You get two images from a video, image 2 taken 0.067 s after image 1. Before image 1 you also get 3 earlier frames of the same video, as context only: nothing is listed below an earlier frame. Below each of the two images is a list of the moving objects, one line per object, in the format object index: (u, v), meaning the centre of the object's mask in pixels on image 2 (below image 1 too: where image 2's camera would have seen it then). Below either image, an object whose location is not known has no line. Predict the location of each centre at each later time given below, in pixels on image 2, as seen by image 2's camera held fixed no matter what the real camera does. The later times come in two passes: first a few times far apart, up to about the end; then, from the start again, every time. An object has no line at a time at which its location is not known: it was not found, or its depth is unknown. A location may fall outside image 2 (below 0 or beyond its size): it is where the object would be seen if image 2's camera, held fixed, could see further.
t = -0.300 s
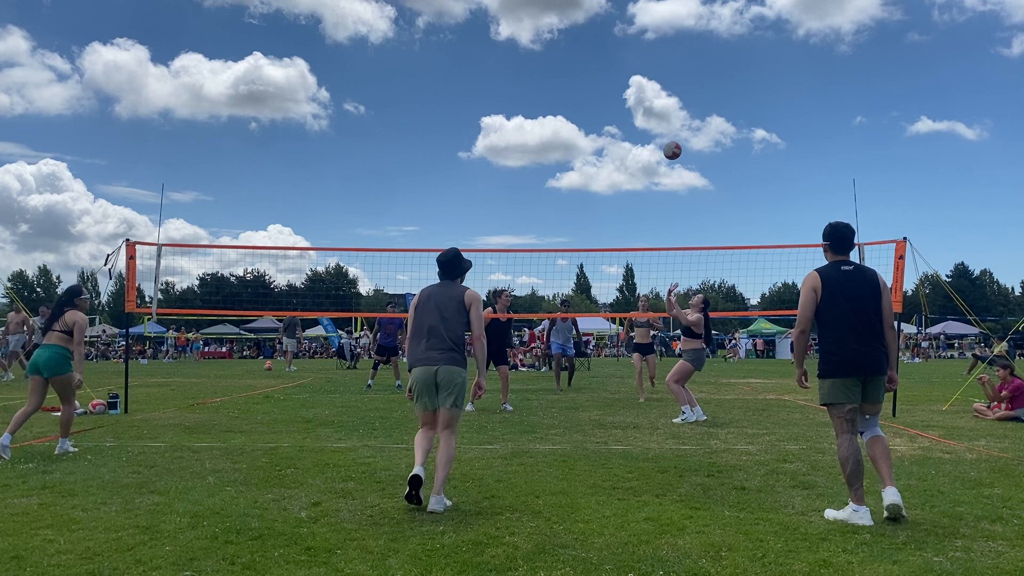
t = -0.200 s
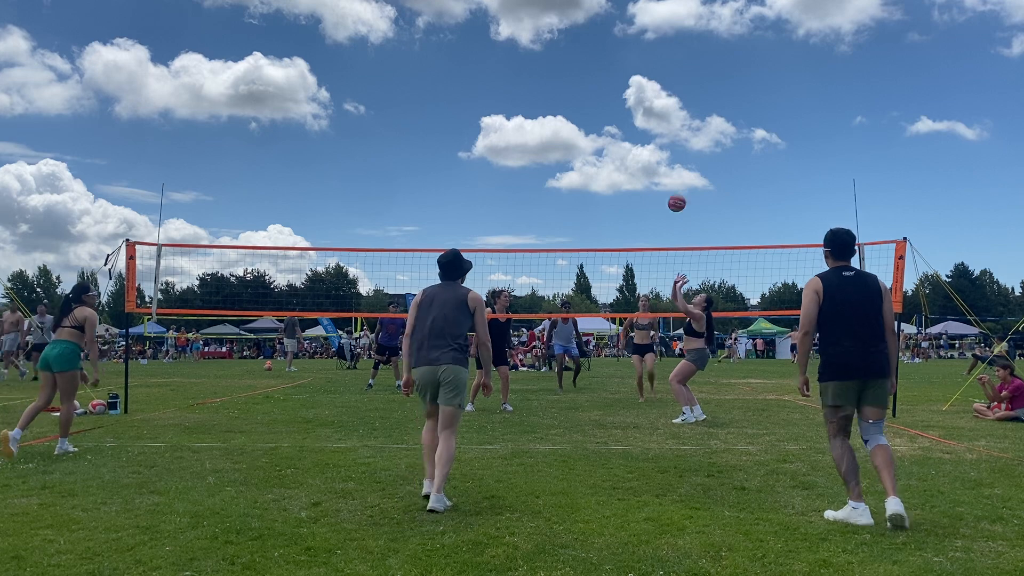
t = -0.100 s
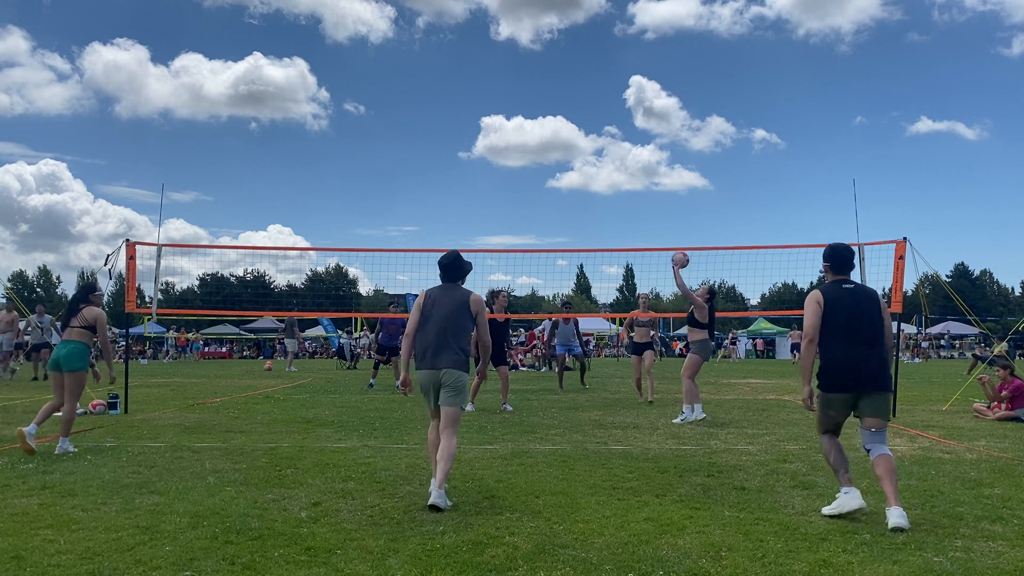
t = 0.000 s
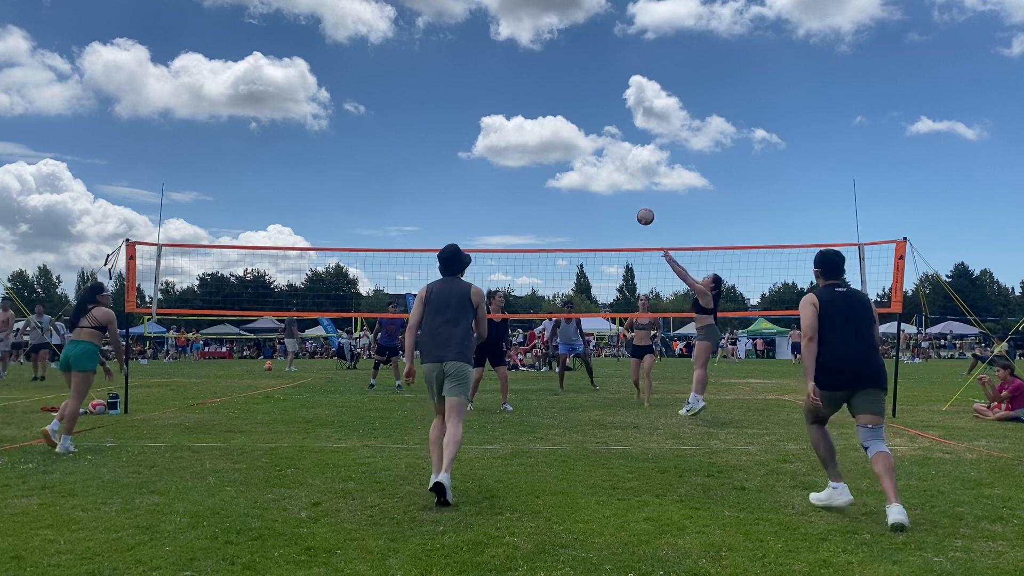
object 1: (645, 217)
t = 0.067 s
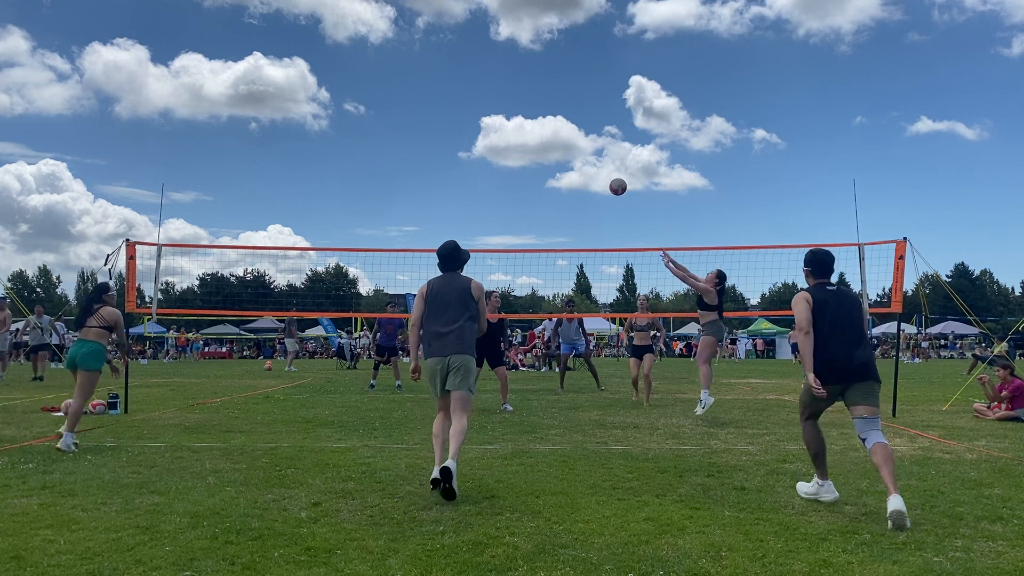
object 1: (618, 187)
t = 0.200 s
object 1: (564, 138)
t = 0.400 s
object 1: (485, 95)
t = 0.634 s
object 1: (393, 86)
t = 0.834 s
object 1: (316, 111)
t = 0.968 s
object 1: (264, 146)
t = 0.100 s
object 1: (605, 173)
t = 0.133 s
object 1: (591, 160)
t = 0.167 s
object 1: (577, 149)
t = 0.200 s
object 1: (564, 138)
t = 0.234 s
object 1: (551, 129)
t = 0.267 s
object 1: (538, 120)
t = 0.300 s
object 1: (525, 113)
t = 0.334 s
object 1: (511, 106)
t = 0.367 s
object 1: (498, 100)
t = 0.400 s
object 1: (485, 95)
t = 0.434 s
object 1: (472, 92)
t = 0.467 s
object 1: (459, 88)
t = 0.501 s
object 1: (446, 86)
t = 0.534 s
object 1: (433, 85)
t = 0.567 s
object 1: (420, 84)
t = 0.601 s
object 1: (406, 85)
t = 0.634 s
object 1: (393, 86)
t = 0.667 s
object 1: (381, 88)
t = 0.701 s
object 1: (367, 91)
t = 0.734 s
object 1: (355, 95)
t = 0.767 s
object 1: (342, 99)
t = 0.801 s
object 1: (329, 105)
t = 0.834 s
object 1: (316, 111)
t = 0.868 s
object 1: (303, 119)
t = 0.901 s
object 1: (290, 127)
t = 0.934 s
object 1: (277, 136)
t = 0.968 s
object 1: (264, 146)
